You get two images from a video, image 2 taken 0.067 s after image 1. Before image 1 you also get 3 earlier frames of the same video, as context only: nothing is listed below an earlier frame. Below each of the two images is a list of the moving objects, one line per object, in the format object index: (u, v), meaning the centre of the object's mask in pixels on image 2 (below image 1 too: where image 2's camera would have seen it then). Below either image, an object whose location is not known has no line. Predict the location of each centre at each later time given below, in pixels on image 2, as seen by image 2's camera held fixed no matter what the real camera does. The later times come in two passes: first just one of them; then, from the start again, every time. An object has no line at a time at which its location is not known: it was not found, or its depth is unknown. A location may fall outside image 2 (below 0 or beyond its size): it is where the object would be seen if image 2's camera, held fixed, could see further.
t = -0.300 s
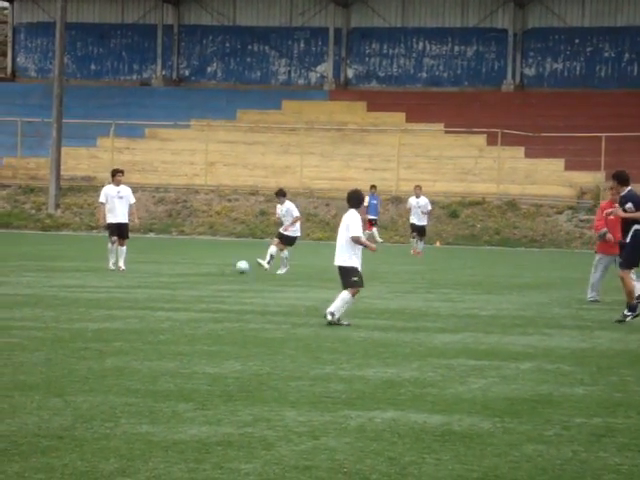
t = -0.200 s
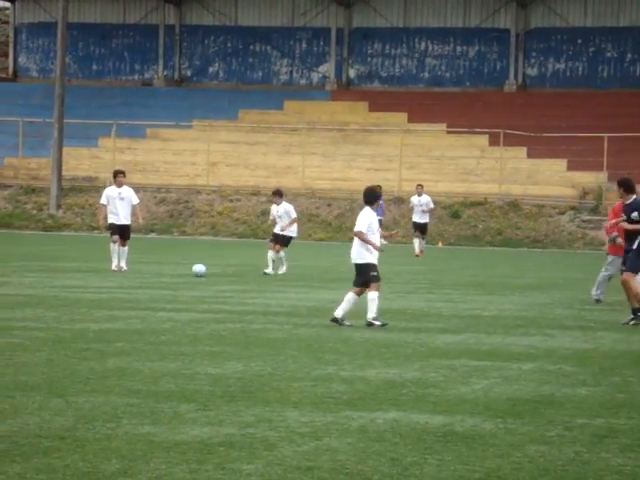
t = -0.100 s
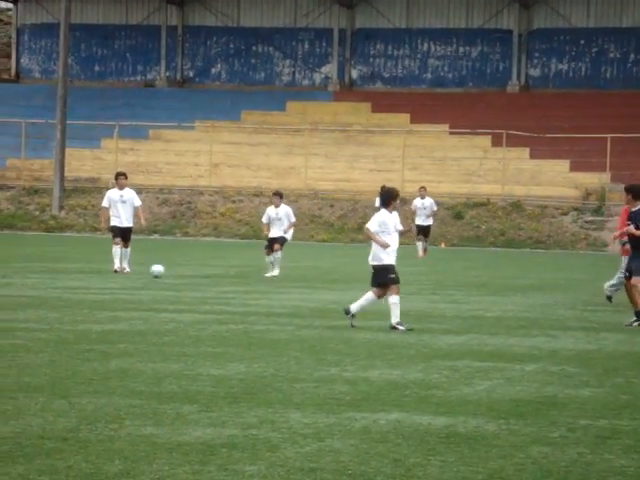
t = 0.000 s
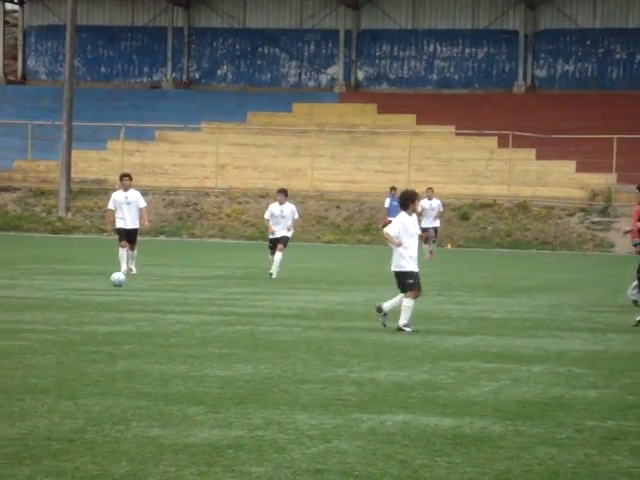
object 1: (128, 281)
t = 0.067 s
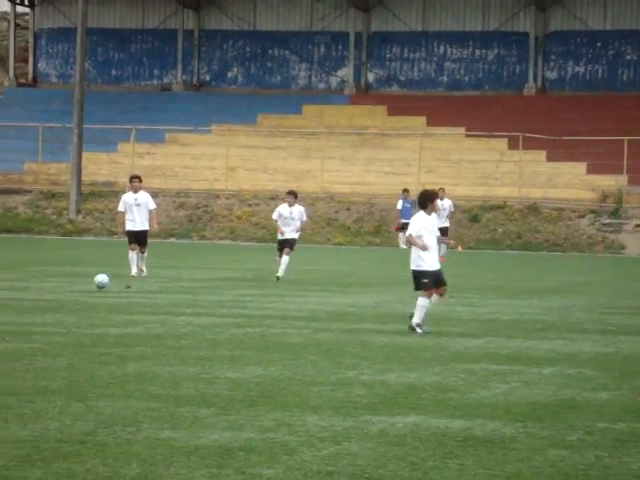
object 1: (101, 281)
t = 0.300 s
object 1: (5, 291)
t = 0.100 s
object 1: (87, 282)
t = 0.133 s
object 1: (73, 284)
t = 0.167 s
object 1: (59, 285)
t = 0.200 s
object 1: (46, 286)
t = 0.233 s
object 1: (32, 287)
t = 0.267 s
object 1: (18, 288)
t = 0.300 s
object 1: (5, 291)
